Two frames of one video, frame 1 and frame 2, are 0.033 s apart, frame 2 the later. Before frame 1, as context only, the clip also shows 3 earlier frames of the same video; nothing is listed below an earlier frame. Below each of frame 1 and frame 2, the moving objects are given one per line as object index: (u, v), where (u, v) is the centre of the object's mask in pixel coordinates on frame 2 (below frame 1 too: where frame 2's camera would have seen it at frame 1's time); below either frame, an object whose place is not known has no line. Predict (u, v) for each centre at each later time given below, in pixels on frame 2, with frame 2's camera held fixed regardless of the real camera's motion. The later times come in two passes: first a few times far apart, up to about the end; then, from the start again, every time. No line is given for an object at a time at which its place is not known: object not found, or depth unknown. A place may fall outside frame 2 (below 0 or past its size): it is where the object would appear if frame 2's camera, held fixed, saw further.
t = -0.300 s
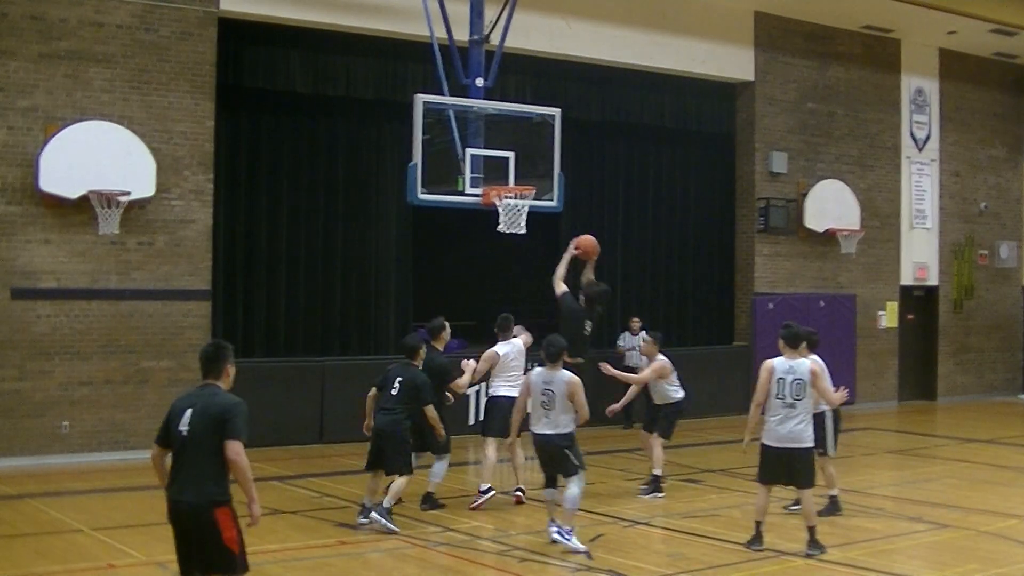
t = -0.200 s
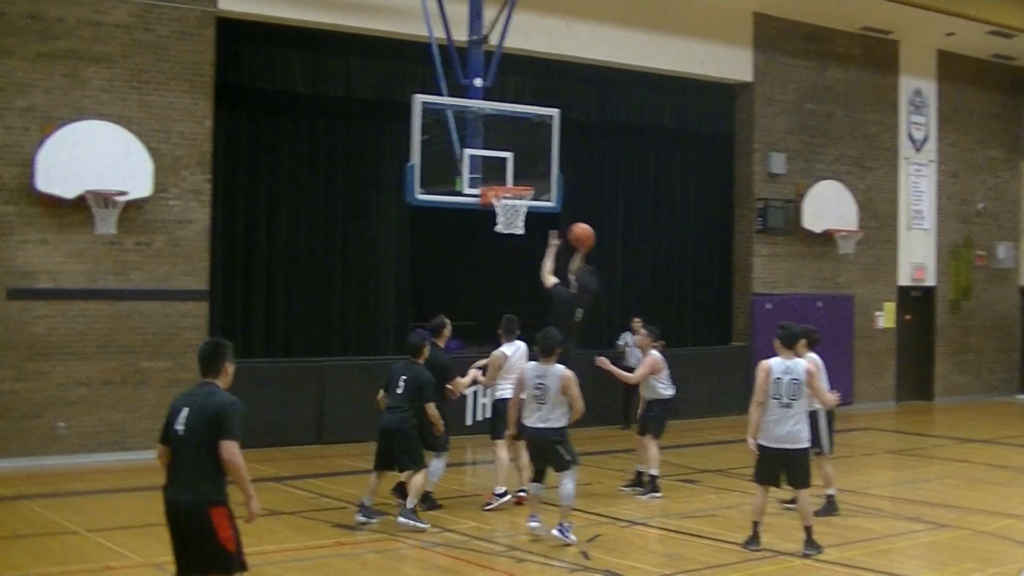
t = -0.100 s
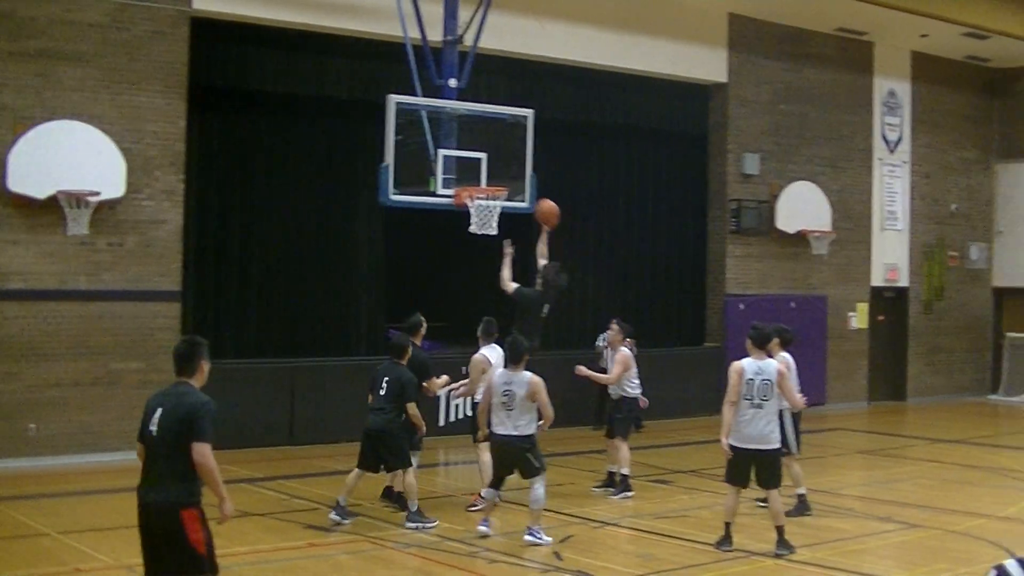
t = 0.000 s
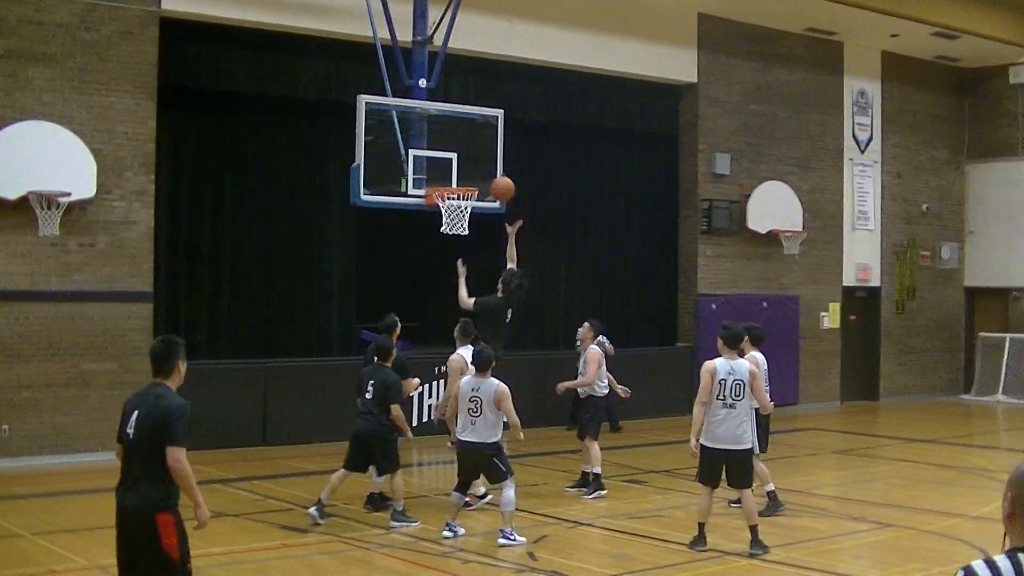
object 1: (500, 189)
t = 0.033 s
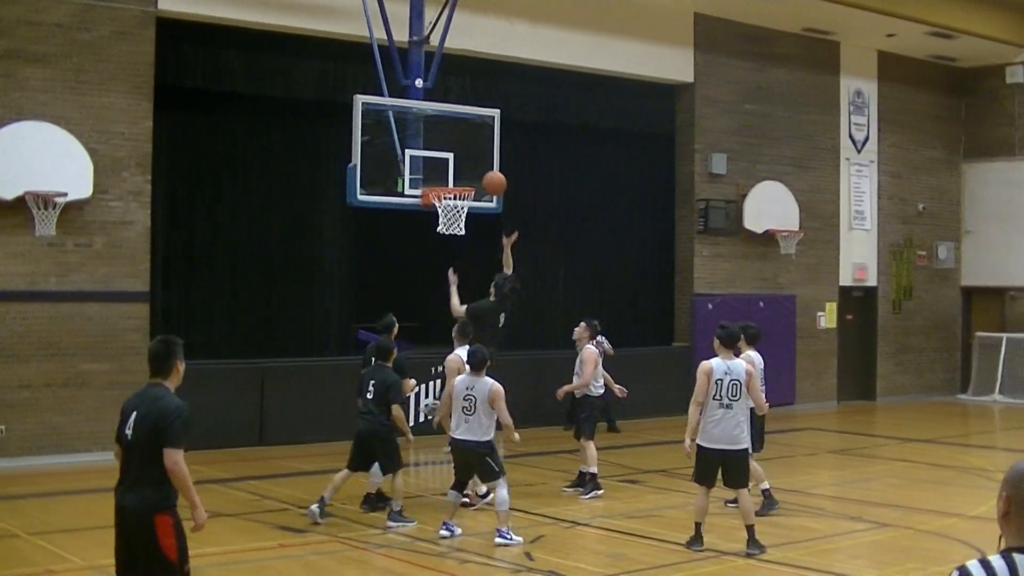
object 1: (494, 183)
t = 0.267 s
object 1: (458, 175)
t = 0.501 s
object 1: (444, 178)
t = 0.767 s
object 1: (454, 180)
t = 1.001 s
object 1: (456, 215)
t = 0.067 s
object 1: (489, 178)
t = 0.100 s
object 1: (483, 176)
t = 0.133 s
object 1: (478, 174)
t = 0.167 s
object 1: (473, 173)
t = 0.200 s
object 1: (468, 173)
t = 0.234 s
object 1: (463, 175)
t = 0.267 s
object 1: (458, 175)
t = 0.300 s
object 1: (453, 177)
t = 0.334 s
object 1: (449, 180)
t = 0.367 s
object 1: (446, 179)
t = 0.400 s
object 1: (446, 178)
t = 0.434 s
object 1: (445, 178)
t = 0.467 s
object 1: (444, 177)
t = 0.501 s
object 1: (444, 178)
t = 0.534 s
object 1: (445, 177)
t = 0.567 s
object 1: (446, 175)
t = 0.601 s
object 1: (448, 175)
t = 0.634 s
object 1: (449, 174)
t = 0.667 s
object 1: (451, 175)
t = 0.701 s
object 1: (452, 177)
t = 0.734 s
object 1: (453, 179)
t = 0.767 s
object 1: (454, 180)
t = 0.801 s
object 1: (454, 180)
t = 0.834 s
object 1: (455, 182)
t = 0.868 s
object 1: (455, 184)
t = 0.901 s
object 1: (455, 194)
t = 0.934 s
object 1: (454, 198)
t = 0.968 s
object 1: (455, 206)
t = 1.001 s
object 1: (456, 215)
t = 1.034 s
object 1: (455, 234)
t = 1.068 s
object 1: (454, 238)
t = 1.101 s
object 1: (454, 244)
